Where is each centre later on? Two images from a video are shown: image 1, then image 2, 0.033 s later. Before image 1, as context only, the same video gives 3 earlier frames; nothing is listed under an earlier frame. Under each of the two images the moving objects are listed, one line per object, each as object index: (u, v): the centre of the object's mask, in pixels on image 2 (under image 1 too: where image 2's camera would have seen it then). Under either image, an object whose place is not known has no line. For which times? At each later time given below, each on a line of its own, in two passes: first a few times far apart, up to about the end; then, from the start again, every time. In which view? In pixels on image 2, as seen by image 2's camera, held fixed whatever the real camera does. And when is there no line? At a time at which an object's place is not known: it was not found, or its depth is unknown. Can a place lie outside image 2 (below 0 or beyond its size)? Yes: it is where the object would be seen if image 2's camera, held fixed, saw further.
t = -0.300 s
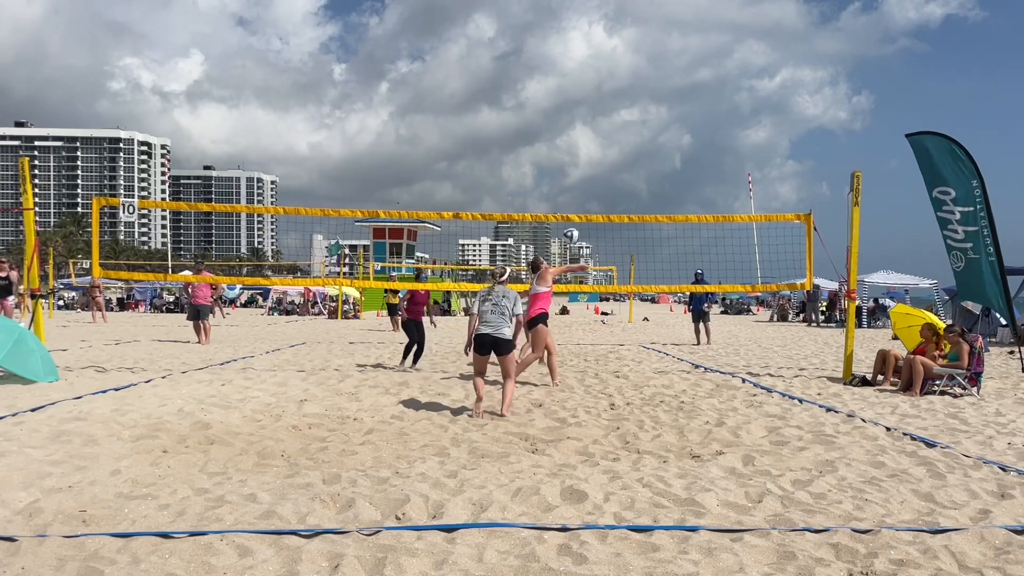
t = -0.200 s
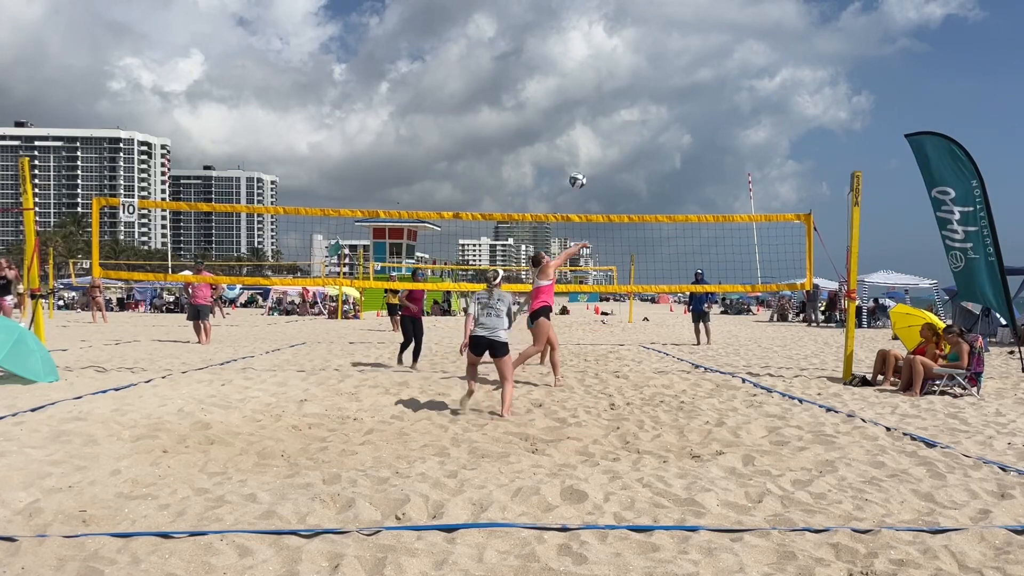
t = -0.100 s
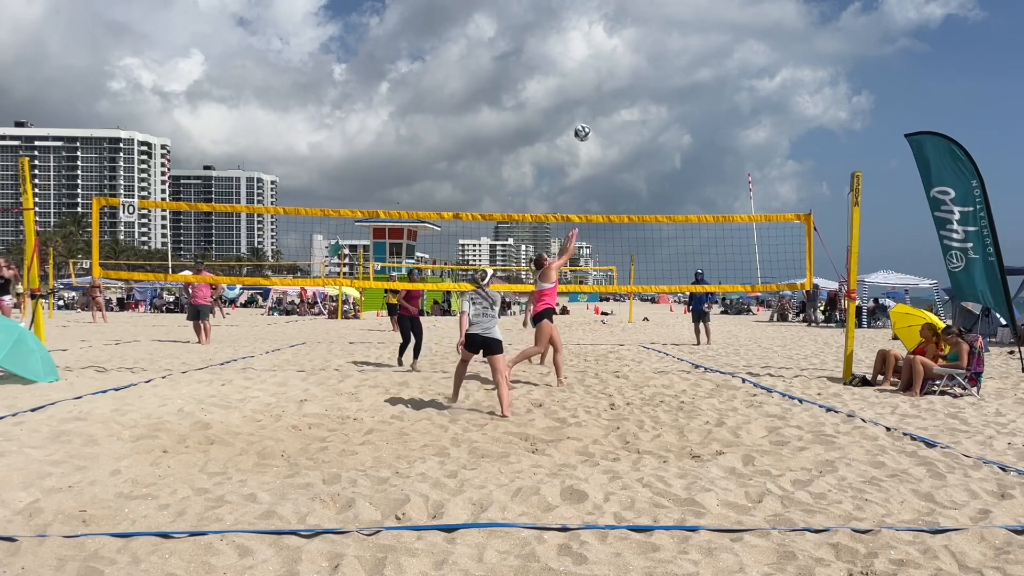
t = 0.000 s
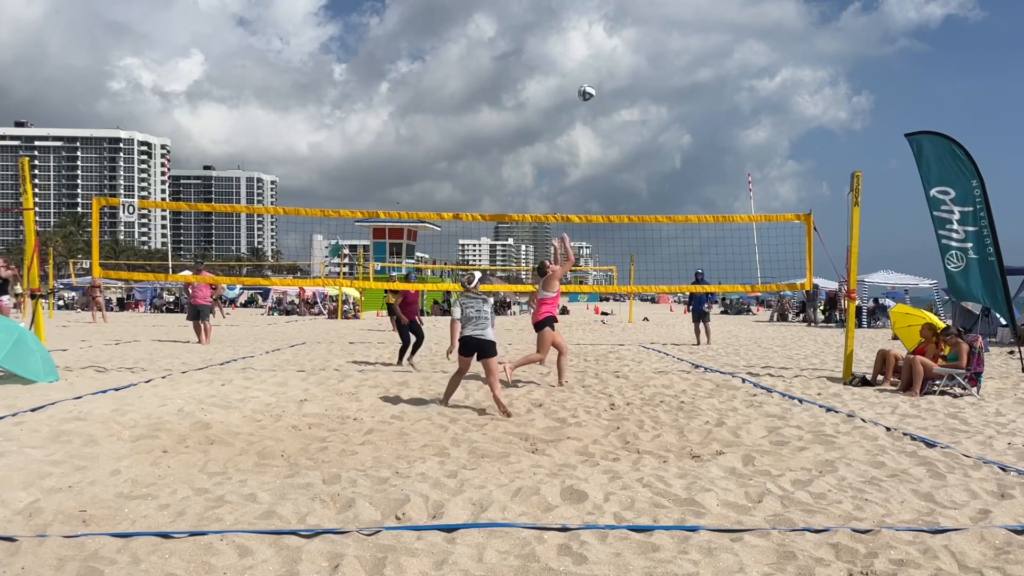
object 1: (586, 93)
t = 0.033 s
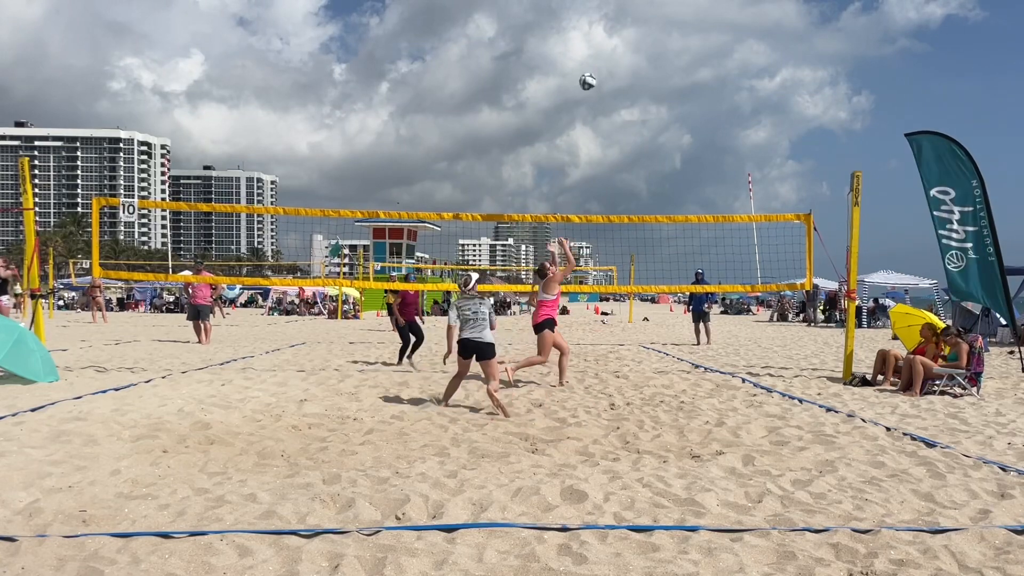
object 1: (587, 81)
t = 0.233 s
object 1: (594, 33)
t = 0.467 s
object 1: (602, 16)
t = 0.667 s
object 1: (606, 37)
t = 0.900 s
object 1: (610, 101)
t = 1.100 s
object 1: (610, 186)
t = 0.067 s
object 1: (589, 71)
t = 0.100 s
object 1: (590, 62)
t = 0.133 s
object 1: (591, 53)
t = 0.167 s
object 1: (592, 46)
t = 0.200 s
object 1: (593, 39)
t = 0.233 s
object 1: (594, 33)
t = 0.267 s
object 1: (596, 28)
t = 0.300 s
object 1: (597, 23)
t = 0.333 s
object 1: (598, 20)
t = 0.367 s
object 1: (599, 18)
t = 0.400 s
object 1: (600, 16)
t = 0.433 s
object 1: (601, 16)
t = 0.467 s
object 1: (602, 16)
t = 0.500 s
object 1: (603, 17)
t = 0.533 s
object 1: (604, 20)
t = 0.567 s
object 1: (605, 22)
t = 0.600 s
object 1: (605, 26)
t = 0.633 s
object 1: (606, 31)
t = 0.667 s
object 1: (606, 37)
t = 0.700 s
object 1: (607, 43)
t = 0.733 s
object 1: (608, 51)
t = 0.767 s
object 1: (608, 59)
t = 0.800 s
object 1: (609, 68)
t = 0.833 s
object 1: (609, 78)
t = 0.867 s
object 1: (610, 89)
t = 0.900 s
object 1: (610, 101)
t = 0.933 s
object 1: (610, 113)
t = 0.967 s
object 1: (610, 126)
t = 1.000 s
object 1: (610, 140)
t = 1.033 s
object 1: (610, 155)
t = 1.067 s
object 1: (611, 170)
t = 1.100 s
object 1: (610, 186)
